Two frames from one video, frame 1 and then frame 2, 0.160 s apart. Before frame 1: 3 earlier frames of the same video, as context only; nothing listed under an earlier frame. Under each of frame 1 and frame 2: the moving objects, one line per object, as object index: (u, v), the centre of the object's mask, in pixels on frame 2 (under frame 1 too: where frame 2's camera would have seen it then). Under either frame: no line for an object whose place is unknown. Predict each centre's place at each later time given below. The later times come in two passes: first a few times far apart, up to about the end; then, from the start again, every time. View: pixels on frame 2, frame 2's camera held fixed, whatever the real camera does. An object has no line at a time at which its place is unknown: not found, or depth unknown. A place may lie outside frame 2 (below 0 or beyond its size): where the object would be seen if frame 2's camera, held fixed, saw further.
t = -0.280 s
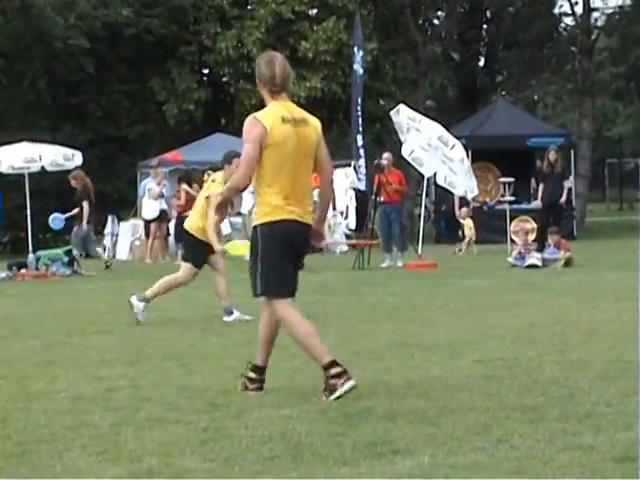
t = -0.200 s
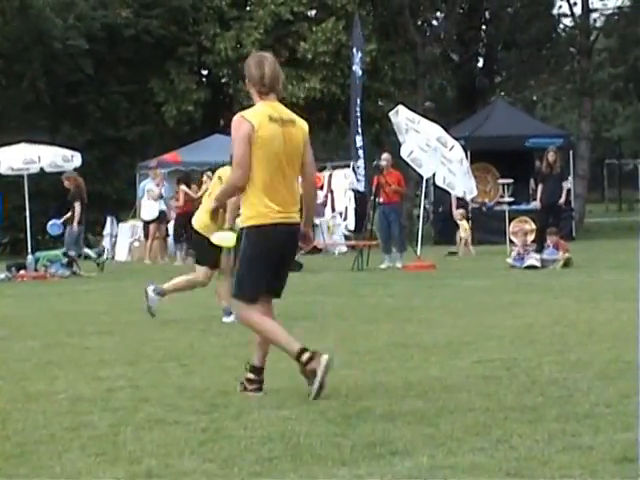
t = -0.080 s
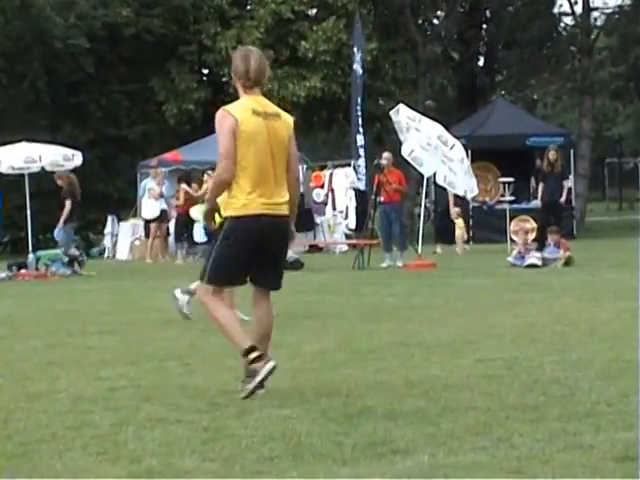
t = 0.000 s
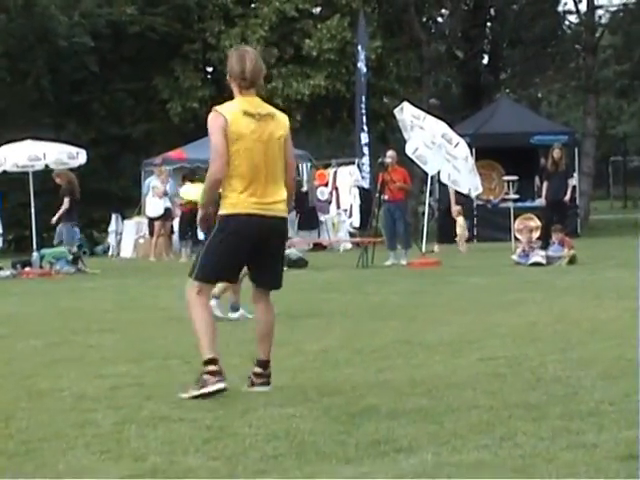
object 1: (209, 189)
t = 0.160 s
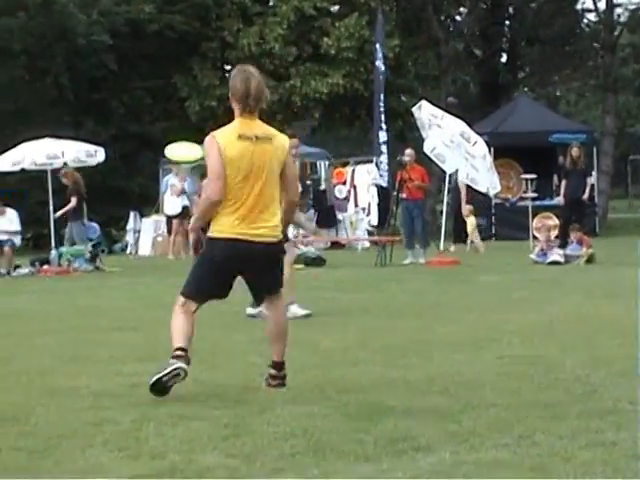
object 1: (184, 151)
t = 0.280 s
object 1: (158, 125)
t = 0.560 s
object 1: (91, 81)
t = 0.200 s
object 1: (175, 142)
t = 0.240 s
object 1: (167, 133)
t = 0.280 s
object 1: (158, 125)
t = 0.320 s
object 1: (149, 117)
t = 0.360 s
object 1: (140, 109)
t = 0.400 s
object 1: (130, 102)
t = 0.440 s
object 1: (121, 96)
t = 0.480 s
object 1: (111, 90)
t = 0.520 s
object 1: (101, 85)
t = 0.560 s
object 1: (91, 81)
